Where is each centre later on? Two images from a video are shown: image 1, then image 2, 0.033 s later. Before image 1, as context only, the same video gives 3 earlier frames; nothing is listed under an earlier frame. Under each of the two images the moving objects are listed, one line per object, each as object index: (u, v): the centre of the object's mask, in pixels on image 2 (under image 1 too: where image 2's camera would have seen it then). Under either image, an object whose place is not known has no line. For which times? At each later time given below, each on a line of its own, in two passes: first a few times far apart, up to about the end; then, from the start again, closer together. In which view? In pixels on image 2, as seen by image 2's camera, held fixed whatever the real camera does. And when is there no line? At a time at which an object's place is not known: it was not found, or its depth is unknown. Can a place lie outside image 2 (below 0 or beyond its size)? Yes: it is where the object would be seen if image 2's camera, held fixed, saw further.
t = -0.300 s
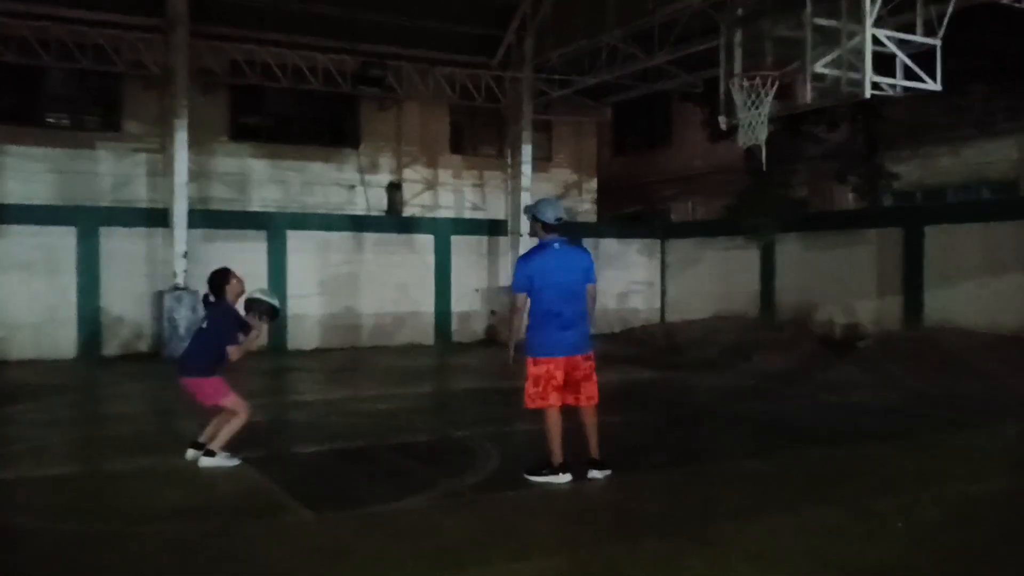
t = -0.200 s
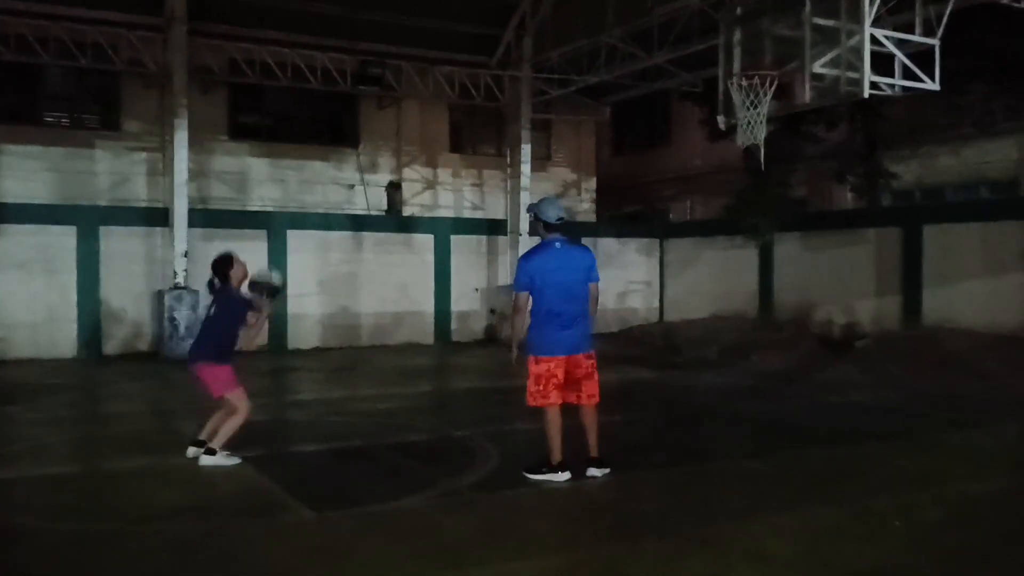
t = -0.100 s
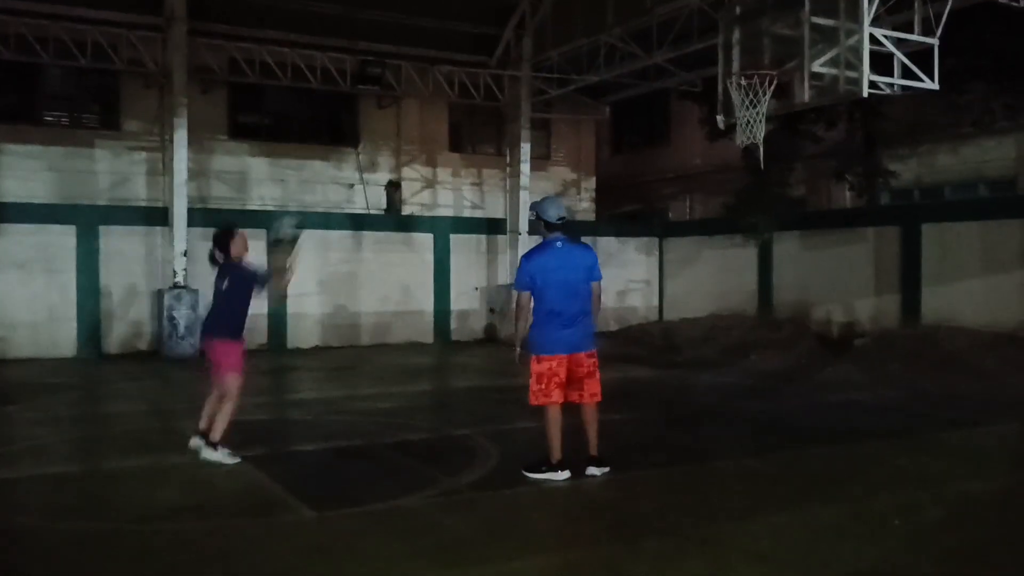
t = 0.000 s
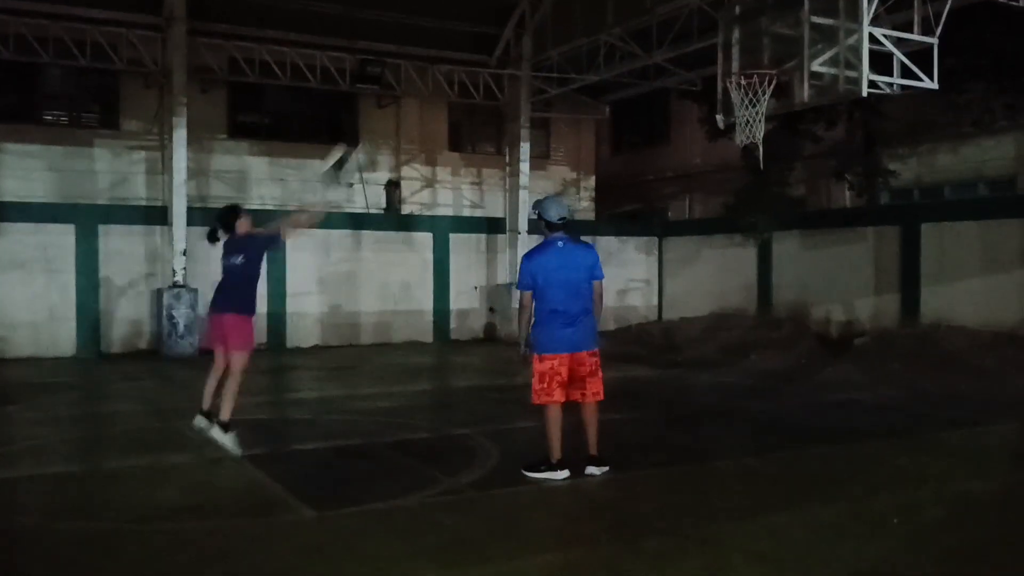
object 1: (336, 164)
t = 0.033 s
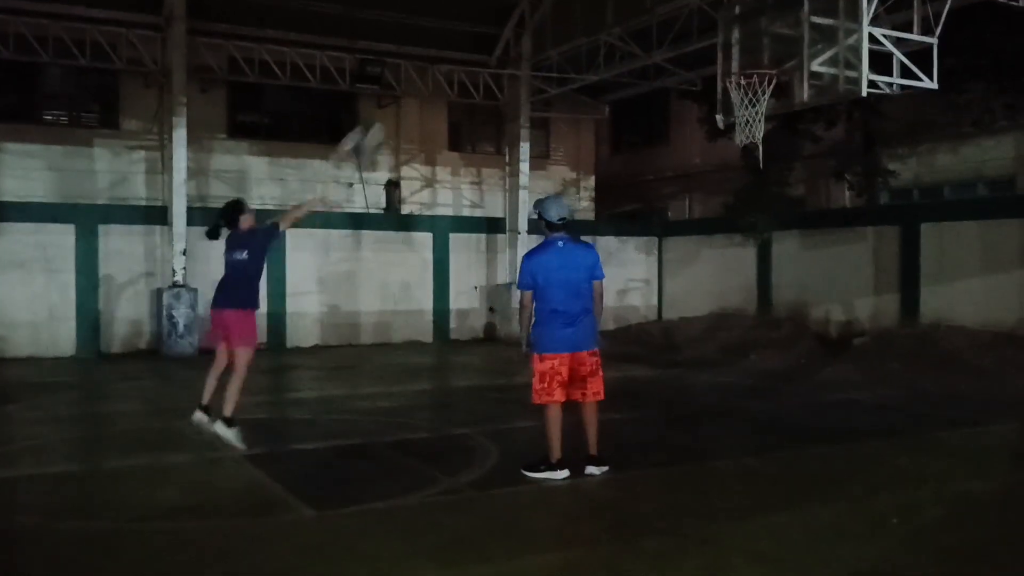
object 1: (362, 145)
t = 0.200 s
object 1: (461, 54)
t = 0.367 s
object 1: (549, 24)
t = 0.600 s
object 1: (665, 12)
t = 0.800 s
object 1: (733, 63)
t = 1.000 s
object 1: (758, 146)
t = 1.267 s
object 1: (749, 316)
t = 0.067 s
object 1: (382, 123)
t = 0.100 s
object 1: (411, 98)
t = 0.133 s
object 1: (426, 82)
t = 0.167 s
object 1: (445, 66)
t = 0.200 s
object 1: (461, 54)
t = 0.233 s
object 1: (479, 44)
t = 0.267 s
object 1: (496, 37)
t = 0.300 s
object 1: (513, 31)
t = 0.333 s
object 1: (532, 27)
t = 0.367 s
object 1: (549, 24)
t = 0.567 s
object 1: (653, 10)
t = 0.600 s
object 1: (665, 12)
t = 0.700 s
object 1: (702, 32)
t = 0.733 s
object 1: (713, 43)
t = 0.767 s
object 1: (725, 54)
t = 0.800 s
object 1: (733, 63)
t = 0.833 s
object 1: (749, 79)
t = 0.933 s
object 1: (754, 115)
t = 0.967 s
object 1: (753, 132)
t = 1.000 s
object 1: (758, 146)
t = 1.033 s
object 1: (754, 162)
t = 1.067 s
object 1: (753, 184)
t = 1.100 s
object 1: (755, 206)
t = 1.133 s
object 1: (753, 223)
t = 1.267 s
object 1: (749, 316)
